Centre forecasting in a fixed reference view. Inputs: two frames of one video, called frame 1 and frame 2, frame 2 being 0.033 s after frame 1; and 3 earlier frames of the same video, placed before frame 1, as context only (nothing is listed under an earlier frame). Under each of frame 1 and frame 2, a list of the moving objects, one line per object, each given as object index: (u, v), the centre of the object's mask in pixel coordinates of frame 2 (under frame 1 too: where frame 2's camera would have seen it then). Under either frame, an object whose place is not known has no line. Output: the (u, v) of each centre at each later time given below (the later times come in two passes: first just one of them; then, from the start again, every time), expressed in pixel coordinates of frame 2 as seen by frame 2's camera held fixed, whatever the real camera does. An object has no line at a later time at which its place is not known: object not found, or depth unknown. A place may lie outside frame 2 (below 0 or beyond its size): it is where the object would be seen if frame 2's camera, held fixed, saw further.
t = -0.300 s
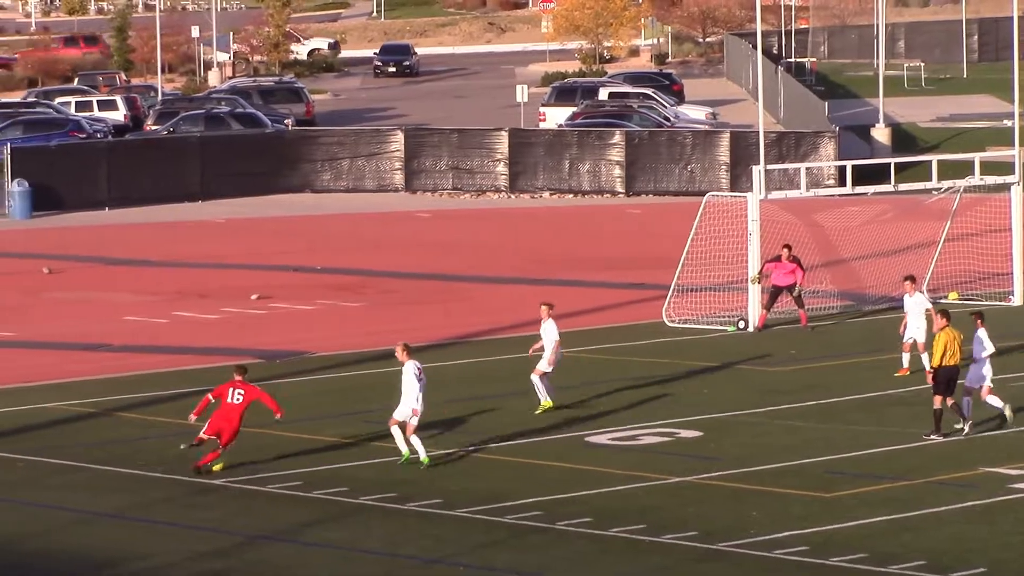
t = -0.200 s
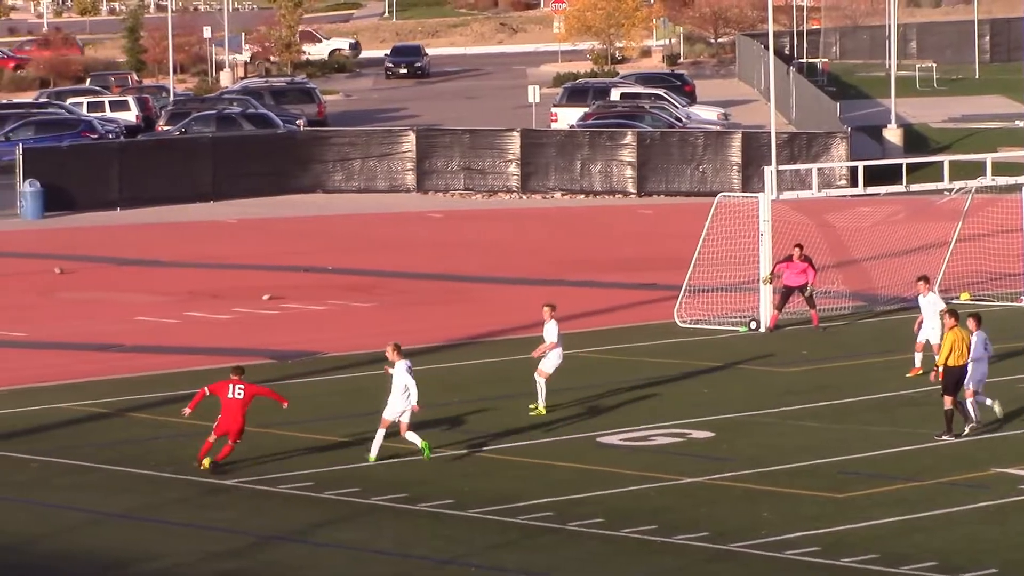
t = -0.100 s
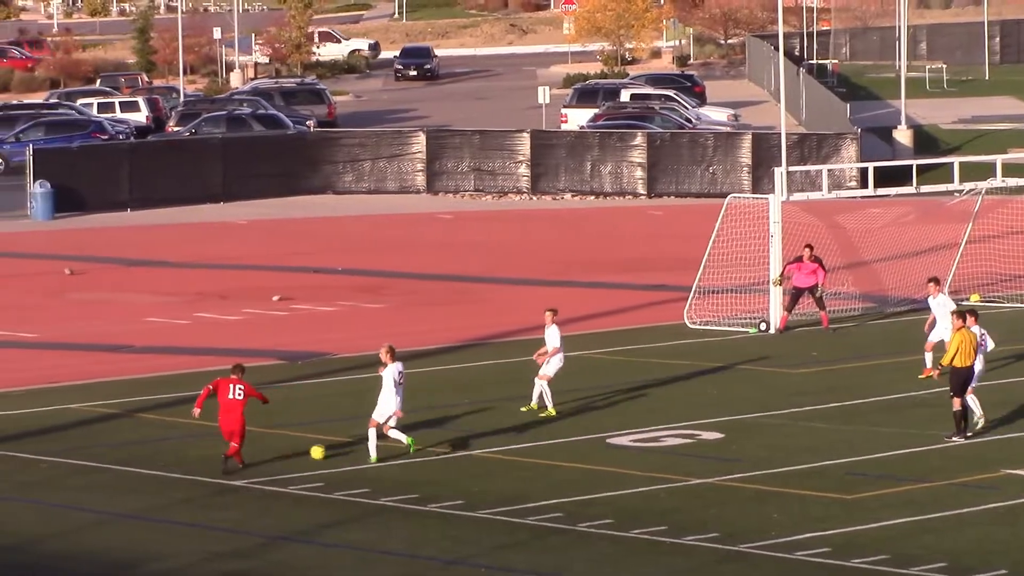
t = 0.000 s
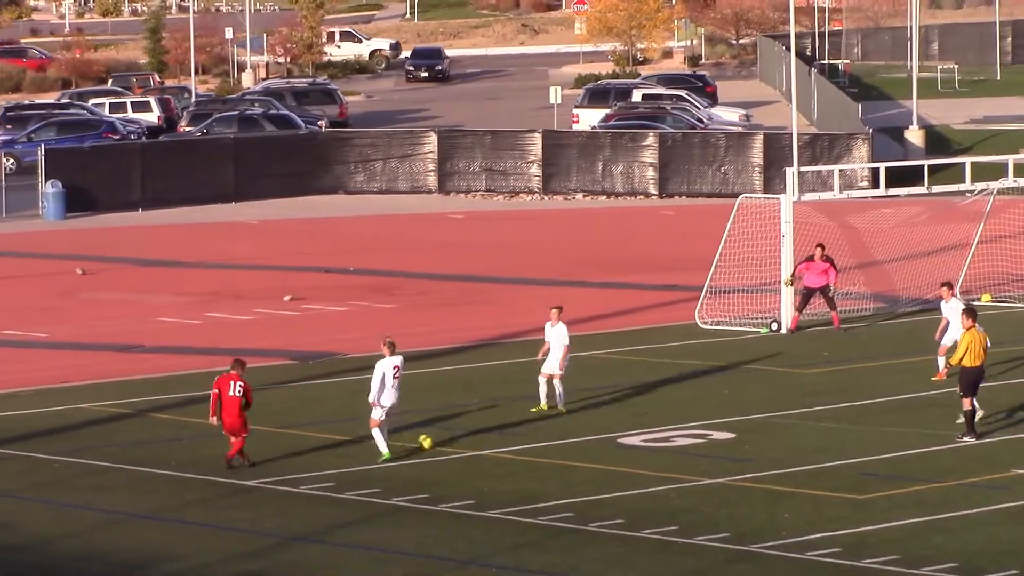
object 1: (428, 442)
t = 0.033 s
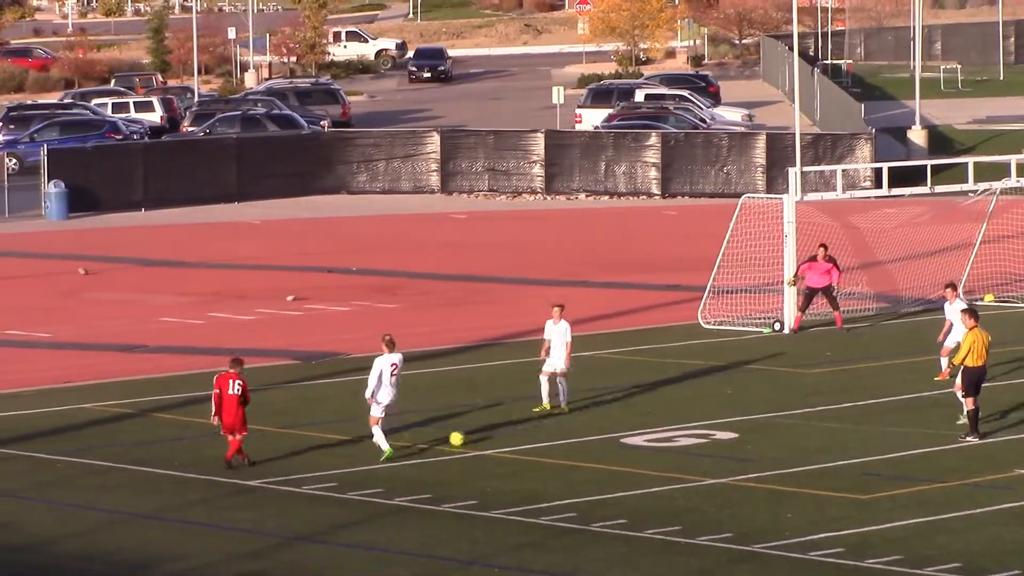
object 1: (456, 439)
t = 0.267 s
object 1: (643, 418)
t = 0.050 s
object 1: (471, 436)
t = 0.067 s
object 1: (486, 435)
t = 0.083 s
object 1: (500, 433)
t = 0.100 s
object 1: (513, 432)
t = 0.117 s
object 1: (528, 431)
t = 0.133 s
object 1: (542, 430)
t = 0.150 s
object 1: (555, 429)
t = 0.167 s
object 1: (568, 427)
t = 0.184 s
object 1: (581, 425)
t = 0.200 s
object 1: (594, 423)
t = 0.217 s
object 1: (606, 422)
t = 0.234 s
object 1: (618, 420)
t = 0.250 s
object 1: (630, 419)
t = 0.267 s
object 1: (643, 418)
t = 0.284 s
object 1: (655, 417)
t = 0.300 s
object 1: (667, 416)
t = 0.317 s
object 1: (678, 414)
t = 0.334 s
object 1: (689, 413)
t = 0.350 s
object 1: (700, 412)
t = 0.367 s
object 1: (711, 410)
